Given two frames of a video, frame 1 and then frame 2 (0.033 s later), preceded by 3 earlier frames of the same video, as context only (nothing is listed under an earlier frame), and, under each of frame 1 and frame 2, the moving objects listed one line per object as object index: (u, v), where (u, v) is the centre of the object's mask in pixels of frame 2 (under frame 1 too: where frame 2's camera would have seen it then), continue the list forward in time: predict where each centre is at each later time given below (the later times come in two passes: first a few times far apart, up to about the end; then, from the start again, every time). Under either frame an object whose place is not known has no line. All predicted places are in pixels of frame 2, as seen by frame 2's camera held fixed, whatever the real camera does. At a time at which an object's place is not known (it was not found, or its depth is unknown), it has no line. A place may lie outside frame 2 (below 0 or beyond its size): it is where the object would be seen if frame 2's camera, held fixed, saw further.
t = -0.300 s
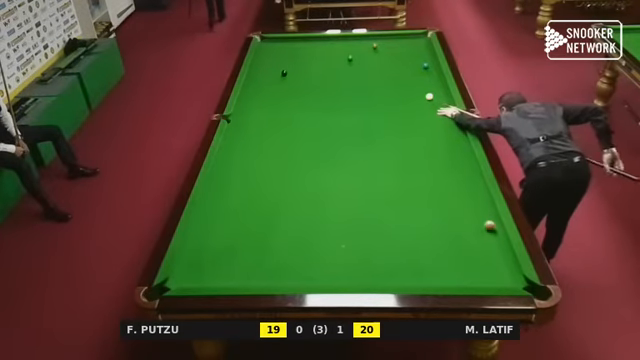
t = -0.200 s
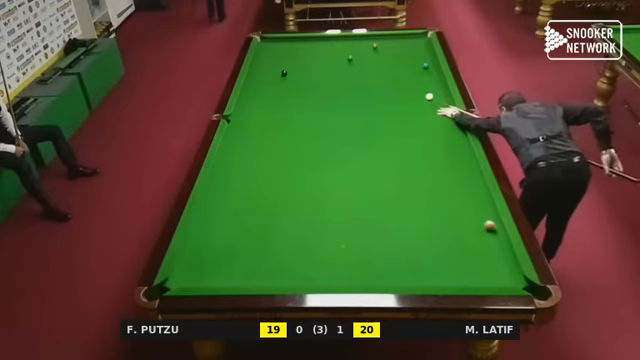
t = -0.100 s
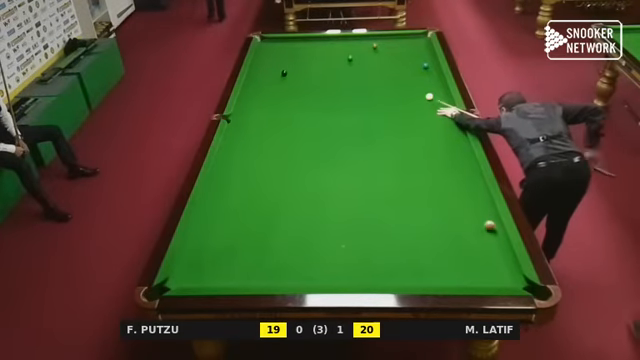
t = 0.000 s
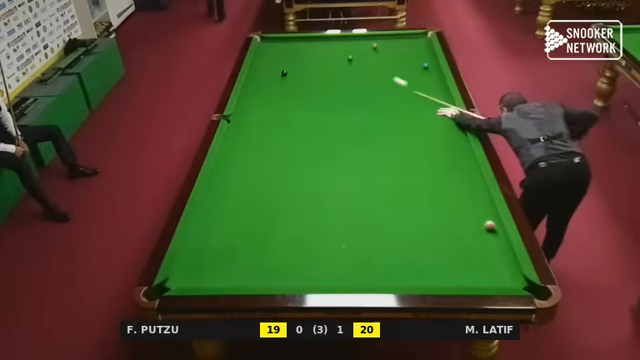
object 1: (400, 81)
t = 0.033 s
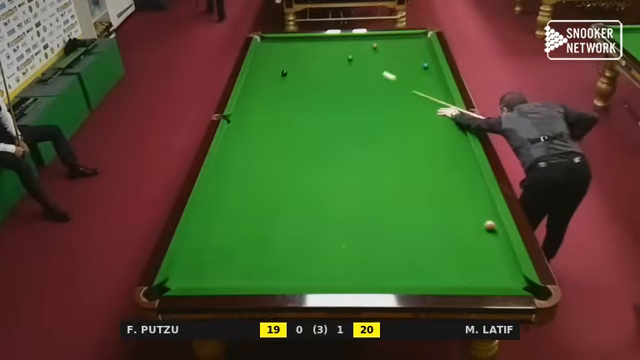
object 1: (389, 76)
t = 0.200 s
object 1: (358, 54)
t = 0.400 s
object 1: (365, 41)
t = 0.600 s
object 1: (368, 42)
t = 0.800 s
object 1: (366, 50)
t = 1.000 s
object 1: (360, 59)
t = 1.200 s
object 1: (355, 68)
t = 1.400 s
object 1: (349, 78)
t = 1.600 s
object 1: (343, 87)
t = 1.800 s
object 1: (337, 97)
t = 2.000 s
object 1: (330, 108)
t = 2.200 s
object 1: (324, 120)
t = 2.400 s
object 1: (316, 132)
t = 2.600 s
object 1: (308, 144)
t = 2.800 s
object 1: (300, 157)
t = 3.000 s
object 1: (292, 171)
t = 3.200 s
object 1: (283, 186)
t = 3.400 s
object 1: (273, 201)
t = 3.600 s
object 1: (263, 217)
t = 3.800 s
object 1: (253, 234)
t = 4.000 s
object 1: (242, 252)
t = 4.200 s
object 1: (230, 271)
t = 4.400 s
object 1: (221, 278)
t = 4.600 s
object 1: (221, 264)
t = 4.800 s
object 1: (220, 252)
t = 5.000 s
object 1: (218, 241)
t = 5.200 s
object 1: (217, 231)
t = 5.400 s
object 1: (216, 222)
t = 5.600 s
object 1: (215, 214)
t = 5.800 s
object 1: (214, 207)
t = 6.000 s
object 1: (214, 200)
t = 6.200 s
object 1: (213, 194)
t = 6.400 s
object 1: (212, 189)
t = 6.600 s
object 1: (212, 184)
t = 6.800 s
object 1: (212, 180)
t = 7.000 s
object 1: (212, 176)
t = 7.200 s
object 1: (214, 173)
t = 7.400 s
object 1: (216, 170)
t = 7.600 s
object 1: (218, 168)
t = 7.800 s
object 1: (219, 166)
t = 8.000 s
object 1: (220, 165)
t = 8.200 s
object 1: (221, 163)
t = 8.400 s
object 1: (222, 162)
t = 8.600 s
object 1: (222, 162)
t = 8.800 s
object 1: (223, 162)
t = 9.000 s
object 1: (223, 162)
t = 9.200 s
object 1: (223, 162)
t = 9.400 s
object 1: (223, 162)
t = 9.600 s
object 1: (223, 162)
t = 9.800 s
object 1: (223, 162)
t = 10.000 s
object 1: (223, 162)
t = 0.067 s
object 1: (379, 71)
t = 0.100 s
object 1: (369, 65)
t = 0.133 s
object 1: (360, 61)
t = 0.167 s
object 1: (356, 57)
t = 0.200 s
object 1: (358, 54)
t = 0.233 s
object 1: (360, 52)
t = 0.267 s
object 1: (362, 50)
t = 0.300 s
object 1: (363, 47)
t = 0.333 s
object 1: (364, 45)
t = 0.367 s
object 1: (365, 43)
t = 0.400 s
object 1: (365, 41)
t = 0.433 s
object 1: (366, 38)
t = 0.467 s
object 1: (366, 37)
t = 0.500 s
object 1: (367, 37)
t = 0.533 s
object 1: (367, 38)
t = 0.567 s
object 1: (367, 40)
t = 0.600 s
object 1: (368, 42)
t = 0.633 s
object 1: (369, 43)
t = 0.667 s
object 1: (369, 45)
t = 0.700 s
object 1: (368, 46)
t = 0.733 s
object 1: (367, 48)
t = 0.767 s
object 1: (366, 49)
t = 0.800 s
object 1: (366, 50)
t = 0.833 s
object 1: (365, 52)
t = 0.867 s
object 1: (364, 53)
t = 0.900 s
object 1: (363, 55)
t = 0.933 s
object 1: (362, 56)
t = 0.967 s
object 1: (361, 58)
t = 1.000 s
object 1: (360, 59)
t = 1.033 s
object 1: (360, 61)
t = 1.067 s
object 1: (359, 62)
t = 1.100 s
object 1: (358, 64)
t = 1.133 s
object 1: (357, 65)
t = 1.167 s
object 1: (356, 67)
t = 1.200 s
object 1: (355, 68)
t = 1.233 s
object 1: (354, 70)
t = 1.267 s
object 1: (353, 71)
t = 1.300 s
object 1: (352, 73)
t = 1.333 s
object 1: (351, 74)
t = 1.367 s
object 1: (350, 76)
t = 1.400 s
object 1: (349, 78)
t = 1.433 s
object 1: (348, 79)
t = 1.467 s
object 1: (347, 81)
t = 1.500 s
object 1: (346, 82)
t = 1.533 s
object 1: (345, 84)
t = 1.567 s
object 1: (344, 85)
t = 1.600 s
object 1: (343, 87)
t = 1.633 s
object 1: (342, 89)
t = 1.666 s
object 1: (341, 91)
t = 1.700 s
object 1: (340, 92)
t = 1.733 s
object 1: (339, 94)
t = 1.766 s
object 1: (338, 96)
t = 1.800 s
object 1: (337, 97)
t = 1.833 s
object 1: (336, 99)
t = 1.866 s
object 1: (335, 101)
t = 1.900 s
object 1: (334, 103)
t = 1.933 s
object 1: (333, 105)
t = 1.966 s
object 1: (332, 106)
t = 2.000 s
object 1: (330, 108)
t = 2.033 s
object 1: (329, 110)
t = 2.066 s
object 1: (328, 112)
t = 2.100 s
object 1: (327, 114)
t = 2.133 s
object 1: (326, 116)
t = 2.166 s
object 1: (325, 118)
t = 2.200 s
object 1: (324, 120)
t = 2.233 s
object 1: (322, 121)
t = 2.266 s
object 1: (321, 123)
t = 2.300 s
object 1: (320, 125)
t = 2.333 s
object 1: (318, 127)
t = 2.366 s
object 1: (317, 130)
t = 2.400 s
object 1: (316, 132)
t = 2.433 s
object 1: (315, 134)
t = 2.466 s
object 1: (313, 136)
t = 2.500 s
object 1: (312, 138)
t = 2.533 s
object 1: (311, 140)
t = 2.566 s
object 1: (310, 142)
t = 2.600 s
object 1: (308, 144)
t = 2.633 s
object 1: (307, 146)
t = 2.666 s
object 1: (306, 148)
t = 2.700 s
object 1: (304, 151)
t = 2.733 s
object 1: (303, 153)
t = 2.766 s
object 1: (302, 155)
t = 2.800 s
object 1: (300, 157)
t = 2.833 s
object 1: (299, 160)
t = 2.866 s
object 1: (298, 162)
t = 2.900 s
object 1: (296, 164)
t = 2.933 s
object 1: (295, 167)
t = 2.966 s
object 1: (293, 169)
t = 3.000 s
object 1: (292, 171)
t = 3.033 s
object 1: (290, 174)
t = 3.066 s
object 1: (289, 176)
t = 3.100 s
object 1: (287, 178)
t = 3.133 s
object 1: (286, 181)
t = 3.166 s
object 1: (284, 183)
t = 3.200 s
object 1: (283, 186)
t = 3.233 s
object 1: (281, 188)
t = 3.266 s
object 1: (280, 191)
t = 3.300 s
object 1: (278, 193)
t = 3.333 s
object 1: (277, 196)
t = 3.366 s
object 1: (275, 198)
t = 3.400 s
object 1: (273, 201)
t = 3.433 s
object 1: (272, 204)
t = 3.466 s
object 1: (270, 206)
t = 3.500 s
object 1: (268, 209)
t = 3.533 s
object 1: (267, 211)
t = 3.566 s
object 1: (265, 214)
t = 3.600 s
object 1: (263, 217)
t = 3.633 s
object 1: (262, 220)
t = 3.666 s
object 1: (260, 223)
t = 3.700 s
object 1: (258, 226)
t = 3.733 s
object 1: (256, 228)
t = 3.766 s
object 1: (254, 231)
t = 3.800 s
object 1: (253, 234)
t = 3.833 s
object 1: (251, 237)
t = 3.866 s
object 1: (249, 240)
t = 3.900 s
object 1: (247, 243)
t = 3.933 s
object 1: (245, 246)
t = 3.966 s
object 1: (243, 249)
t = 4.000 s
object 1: (242, 252)
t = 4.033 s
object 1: (240, 255)
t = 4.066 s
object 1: (238, 259)
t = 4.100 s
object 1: (236, 262)
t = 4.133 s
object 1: (234, 265)
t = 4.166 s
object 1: (232, 268)
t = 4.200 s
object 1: (230, 271)
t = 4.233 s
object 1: (228, 275)
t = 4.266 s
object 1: (226, 278)
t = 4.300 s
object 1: (224, 280)
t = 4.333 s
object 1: (222, 282)
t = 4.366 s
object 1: (222, 280)
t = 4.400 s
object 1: (221, 278)
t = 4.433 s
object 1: (221, 276)
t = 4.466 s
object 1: (221, 273)
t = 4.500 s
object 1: (221, 271)
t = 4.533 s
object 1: (221, 269)
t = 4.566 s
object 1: (221, 266)
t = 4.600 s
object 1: (221, 264)
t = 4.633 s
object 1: (220, 262)
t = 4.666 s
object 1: (220, 260)
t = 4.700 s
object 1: (220, 258)
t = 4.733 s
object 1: (220, 256)
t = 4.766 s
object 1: (220, 254)
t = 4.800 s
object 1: (220, 252)
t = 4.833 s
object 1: (219, 250)
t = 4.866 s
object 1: (219, 248)
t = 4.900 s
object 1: (219, 246)
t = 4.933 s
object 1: (219, 244)
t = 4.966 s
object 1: (219, 243)
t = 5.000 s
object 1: (218, 241)
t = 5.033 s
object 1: (218, 239)
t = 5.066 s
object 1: (218, 238)
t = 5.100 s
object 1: (218, 236)
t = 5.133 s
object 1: (218, 234)
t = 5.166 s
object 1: (217, 233)
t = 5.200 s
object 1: (217, 231)
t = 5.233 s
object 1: (217, 230)
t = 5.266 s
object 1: (217, 228)
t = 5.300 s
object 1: (217, 227)
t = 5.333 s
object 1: (217, 225)
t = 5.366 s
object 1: (216, 224)
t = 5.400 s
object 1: (216, 222)
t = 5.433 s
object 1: (216, 221)
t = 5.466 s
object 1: (216, 219)
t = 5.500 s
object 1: (216, 218)
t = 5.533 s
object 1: (215, 217)
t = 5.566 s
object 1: (216, 215)
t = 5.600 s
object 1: (215, 214)
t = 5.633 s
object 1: (215, 213)
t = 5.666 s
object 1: (215, 212)
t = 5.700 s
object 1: (215, 210)
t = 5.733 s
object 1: (215, 209)
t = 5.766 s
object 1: (215, 208)
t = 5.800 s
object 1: (214, 207)
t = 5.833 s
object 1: (214, 206)
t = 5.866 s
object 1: (214, 205)
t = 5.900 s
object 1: (214, 203)
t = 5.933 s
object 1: (214, 202)
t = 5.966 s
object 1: (214, 201)
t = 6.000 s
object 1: (214, 200)
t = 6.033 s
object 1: (213, 199)
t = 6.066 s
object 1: (213, 198)
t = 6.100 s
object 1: (213, 197)
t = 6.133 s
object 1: (213, 196)
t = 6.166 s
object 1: (213, 195)
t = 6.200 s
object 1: (213, 194)
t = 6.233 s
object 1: (213, 194)
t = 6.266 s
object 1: (213, 193)
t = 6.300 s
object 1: (212, 192)
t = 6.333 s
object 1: (212, 191)
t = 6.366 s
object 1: (212, 190)
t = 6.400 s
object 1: (212, 189)
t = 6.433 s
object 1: (212, 188)
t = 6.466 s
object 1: (212, 187)
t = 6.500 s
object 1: (212, 187)
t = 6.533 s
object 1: (212, 186)
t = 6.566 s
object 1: (212, 185)
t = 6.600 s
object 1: (212, 184)
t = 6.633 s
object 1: (212, 183)
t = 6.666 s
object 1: (212, 183)
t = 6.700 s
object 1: (212, 182)
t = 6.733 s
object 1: (212, 181)
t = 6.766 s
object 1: (212, 181)
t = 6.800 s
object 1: (212, 180)
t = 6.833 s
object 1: (211, 179)
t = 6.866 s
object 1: (211, 179)
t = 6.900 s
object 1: (211, 178)
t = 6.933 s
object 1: (211, 177)
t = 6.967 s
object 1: (212, 177)
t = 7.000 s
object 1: (212, 176)
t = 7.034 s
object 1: (212, 175)
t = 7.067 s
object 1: (212, 175)
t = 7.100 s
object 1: (213, 174)
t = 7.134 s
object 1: (213, 174)
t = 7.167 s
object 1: (214, 173)
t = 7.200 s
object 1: (214, 173)
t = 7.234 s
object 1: (214, 172)
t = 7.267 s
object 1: (215, 172)
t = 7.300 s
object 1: (215, 172)
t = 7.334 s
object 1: (215, 171)
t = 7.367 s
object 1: (215, 171)
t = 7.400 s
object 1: (216, 170)
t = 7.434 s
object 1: (216, 170)
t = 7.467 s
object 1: (216, 170)
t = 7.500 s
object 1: (217, 169)
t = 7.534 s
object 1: (217, 169)
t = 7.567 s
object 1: (217, 168)
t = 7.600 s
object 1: (218, 168)
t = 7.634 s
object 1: (218, 168)
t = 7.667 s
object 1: (218, 167)
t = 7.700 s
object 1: (218, 167)
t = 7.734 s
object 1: (218, 167)
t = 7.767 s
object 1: (219, 167)
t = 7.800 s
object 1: (219, 166)
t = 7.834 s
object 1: (219, 166)
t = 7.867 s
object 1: (219, 166)
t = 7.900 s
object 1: (220, 165)
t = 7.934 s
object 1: (220, 165)
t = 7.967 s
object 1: (220, 165)
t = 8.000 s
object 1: (220, 165)
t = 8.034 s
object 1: (220, 164)
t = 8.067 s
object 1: (221, 164)
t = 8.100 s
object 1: (221, 164)
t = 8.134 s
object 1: (221, 164)
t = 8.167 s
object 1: (221, 164)
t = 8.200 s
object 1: (221, 163)
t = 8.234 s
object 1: (221, 163)
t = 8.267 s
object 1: (221, 163)
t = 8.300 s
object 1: (221, 163)
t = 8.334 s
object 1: (221, 163)
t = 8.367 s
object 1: (222, 162)
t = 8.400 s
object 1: (222, 162)
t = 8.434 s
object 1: (222, 162)
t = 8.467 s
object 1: (222, 162)
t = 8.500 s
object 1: (222, 162)
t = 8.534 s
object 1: (222, 162)
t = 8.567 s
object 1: (222, 162)
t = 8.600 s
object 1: (222, 162)
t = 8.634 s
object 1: (222, 162)
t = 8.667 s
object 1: (222, 162)
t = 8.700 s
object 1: (223, 162)
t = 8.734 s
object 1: (223, 162)
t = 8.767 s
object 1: (223, 162)
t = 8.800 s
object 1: (223, 162)
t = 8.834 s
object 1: (223, 162)
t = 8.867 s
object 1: (223, 162)
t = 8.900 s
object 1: (223, 162)
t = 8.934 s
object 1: (223, 162)
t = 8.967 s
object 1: (223, 162)
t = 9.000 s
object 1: (223, 162)
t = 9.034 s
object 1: (223, 162)
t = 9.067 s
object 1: (223, 161)
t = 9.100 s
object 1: (223, 162)
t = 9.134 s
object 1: (223, 162)
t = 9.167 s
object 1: (223, 162)
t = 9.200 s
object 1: (223, 162)
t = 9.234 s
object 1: (223, 162)
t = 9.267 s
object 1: (223, 162)
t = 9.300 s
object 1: (223, 162)
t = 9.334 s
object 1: (223, 162)
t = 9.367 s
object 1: (223, 162)
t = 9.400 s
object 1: (223, 162)
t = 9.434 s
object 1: (223, 162)
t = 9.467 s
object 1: (223, 162)
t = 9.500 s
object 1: (223, 162)
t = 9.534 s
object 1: (223, 162)
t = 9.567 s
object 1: (223, 162)
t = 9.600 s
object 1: (223, 162)
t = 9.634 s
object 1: (223, 162)
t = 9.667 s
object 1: (223, 162)
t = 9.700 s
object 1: (223, 162)
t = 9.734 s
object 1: (223, 162)
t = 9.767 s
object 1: (223, 162)
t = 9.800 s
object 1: (223, 162)
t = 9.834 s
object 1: (223, 162)
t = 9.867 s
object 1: (223, 162)
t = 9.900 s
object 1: (223, 162)
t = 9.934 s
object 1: (223, 162)
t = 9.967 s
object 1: (223, 162)
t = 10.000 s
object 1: (223, 162)
